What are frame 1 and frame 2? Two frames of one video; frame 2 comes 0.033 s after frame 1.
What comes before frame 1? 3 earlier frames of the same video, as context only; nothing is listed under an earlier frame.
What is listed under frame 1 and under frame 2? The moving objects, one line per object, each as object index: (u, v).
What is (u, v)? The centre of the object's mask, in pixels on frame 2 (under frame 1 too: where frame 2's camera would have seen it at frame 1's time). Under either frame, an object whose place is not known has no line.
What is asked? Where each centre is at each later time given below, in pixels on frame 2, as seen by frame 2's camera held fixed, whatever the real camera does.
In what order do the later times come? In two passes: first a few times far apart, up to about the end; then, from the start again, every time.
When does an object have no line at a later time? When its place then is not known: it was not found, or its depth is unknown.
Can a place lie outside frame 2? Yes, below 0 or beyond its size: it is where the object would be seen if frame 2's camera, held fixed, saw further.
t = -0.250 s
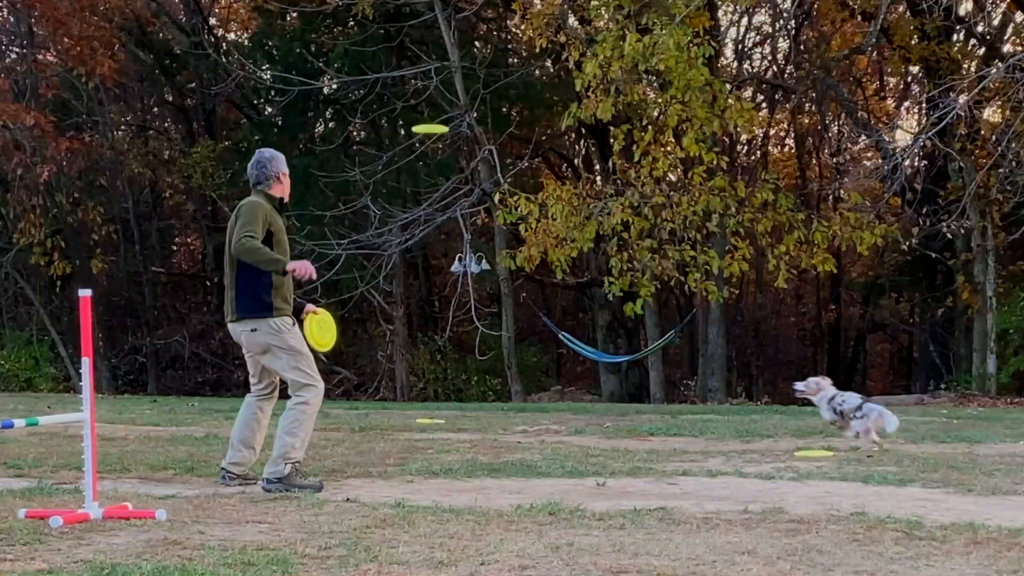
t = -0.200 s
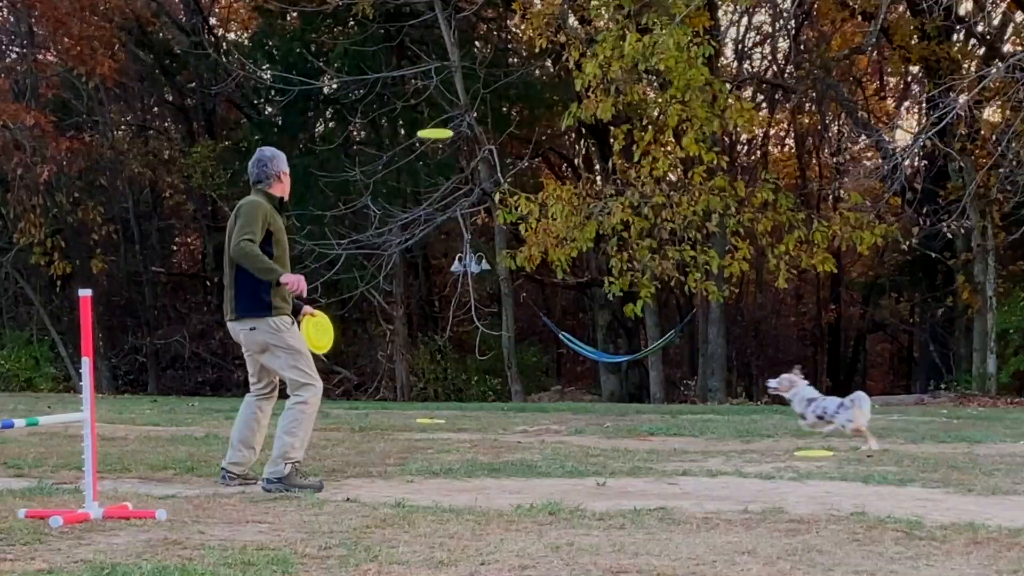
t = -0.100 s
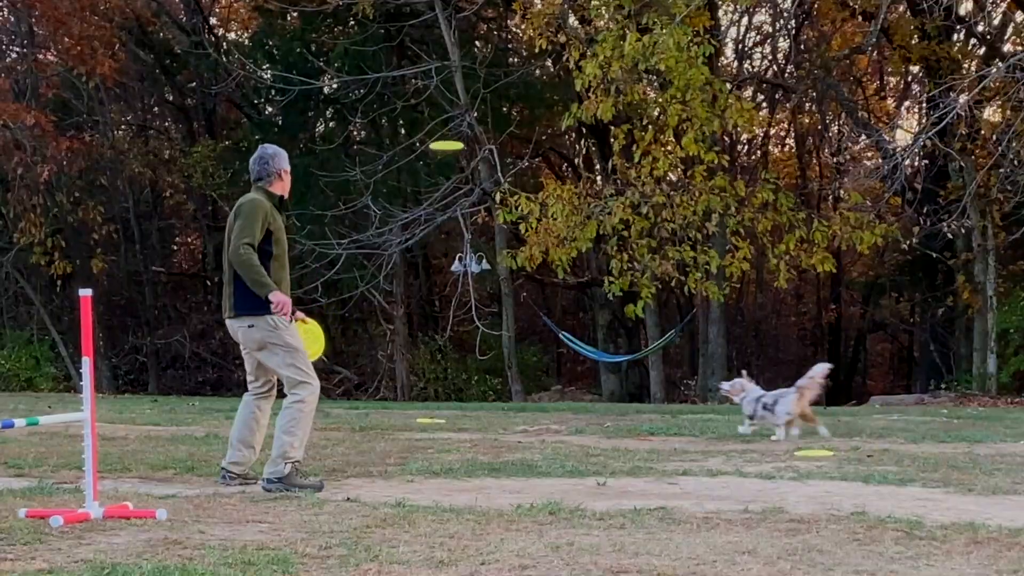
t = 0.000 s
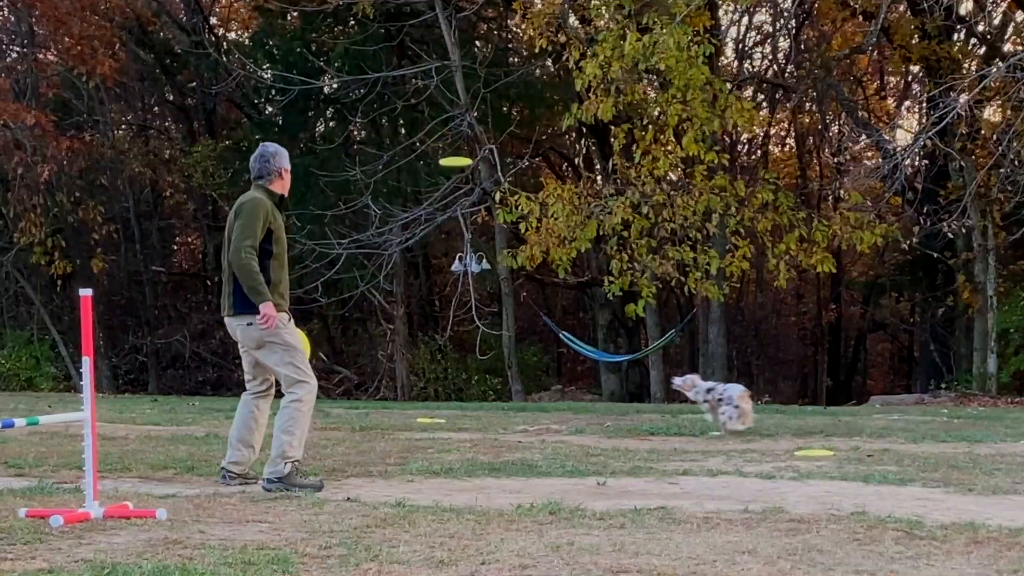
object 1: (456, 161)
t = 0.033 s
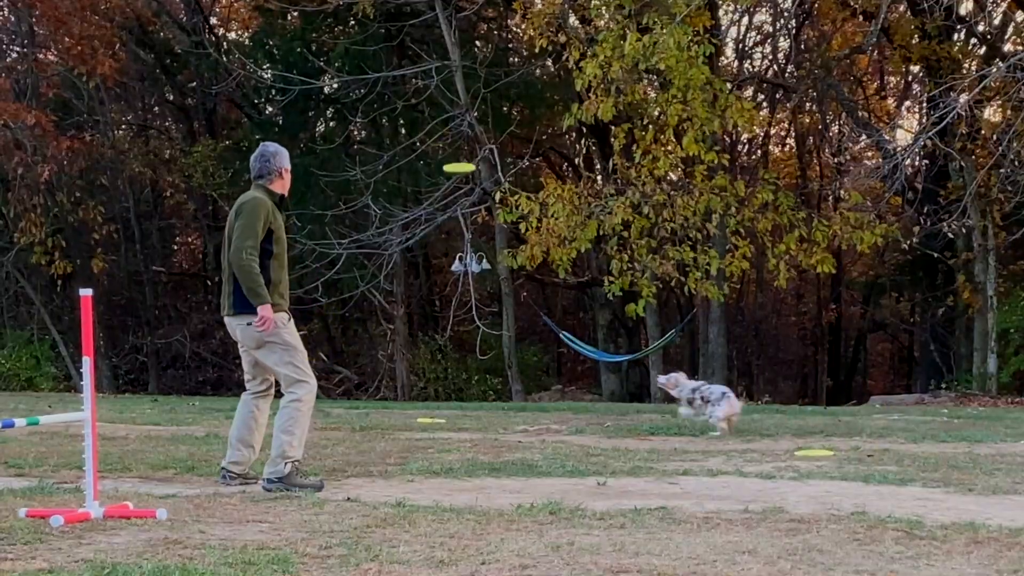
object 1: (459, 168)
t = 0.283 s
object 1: (479, 211)
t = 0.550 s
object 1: (502, 248)
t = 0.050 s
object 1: (461, 170)
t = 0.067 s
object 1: (462, 174)
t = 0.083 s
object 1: (463, 177)
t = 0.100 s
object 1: (465, 180)
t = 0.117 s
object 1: (466, 183)
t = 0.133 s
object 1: (467, 186)
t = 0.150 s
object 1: (468, 189)
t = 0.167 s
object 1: (470, 192)
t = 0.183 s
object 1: (472, 195)
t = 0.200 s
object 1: (473, 198)
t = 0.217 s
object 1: (474, 201)
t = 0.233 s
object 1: (475, 203)
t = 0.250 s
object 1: (477, 206)
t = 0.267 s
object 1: (478, 209)
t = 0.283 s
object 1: (479, 211)
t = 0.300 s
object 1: (480, 214)
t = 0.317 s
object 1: (482, 217)
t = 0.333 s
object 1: (483, 219)
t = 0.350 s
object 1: (485, 222)
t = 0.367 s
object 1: (486, 224)
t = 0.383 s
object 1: (488, 227)
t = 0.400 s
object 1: (489, 229)
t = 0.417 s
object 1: (490, 231)
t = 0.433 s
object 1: (491, 234)
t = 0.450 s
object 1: (493, 236)
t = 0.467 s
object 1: (494, 238)
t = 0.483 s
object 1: (495, 240)
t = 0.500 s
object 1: (497, 242)
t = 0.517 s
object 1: (499, 244)
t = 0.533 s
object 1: (501, 246)
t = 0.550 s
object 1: (502, 248)
